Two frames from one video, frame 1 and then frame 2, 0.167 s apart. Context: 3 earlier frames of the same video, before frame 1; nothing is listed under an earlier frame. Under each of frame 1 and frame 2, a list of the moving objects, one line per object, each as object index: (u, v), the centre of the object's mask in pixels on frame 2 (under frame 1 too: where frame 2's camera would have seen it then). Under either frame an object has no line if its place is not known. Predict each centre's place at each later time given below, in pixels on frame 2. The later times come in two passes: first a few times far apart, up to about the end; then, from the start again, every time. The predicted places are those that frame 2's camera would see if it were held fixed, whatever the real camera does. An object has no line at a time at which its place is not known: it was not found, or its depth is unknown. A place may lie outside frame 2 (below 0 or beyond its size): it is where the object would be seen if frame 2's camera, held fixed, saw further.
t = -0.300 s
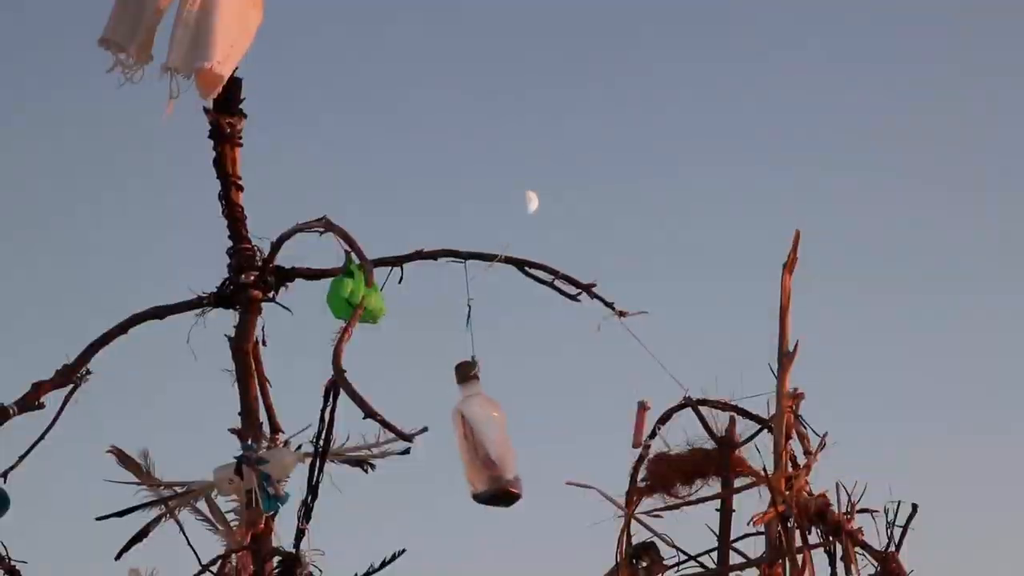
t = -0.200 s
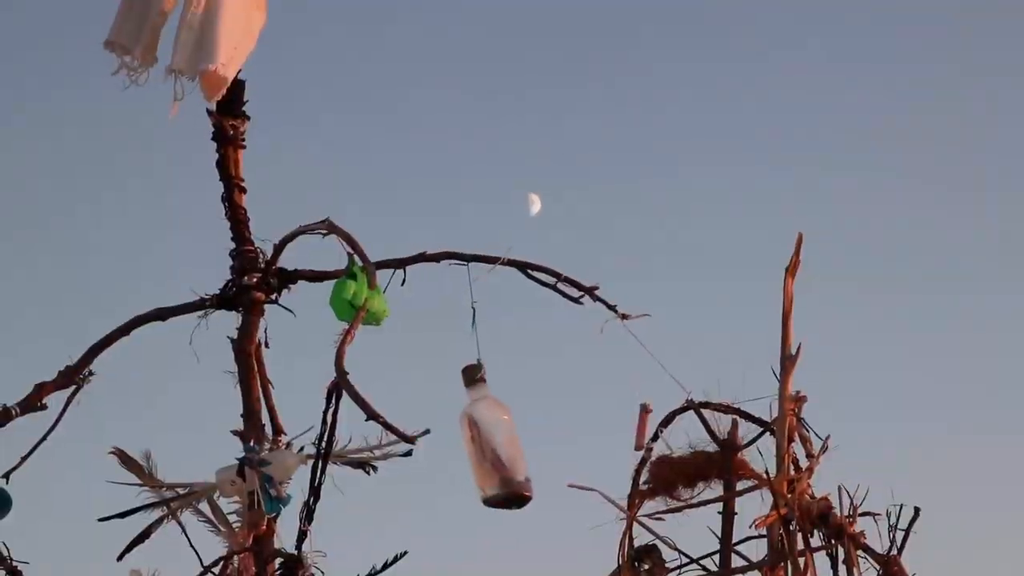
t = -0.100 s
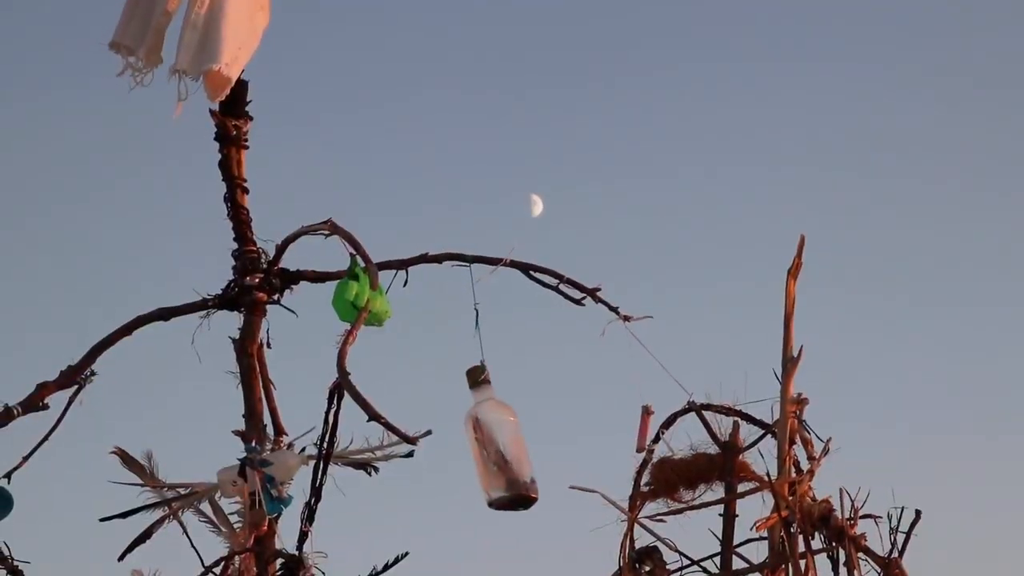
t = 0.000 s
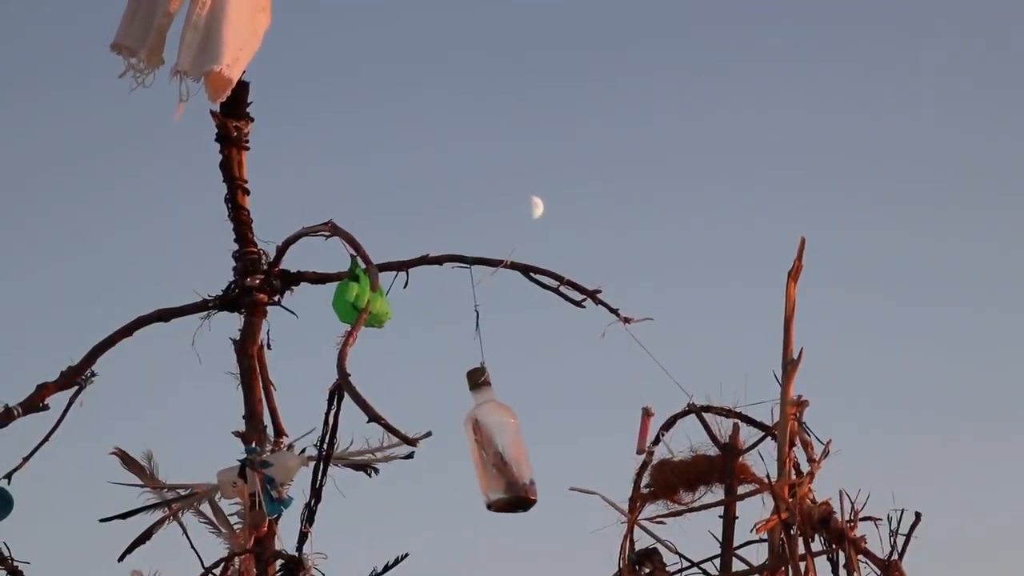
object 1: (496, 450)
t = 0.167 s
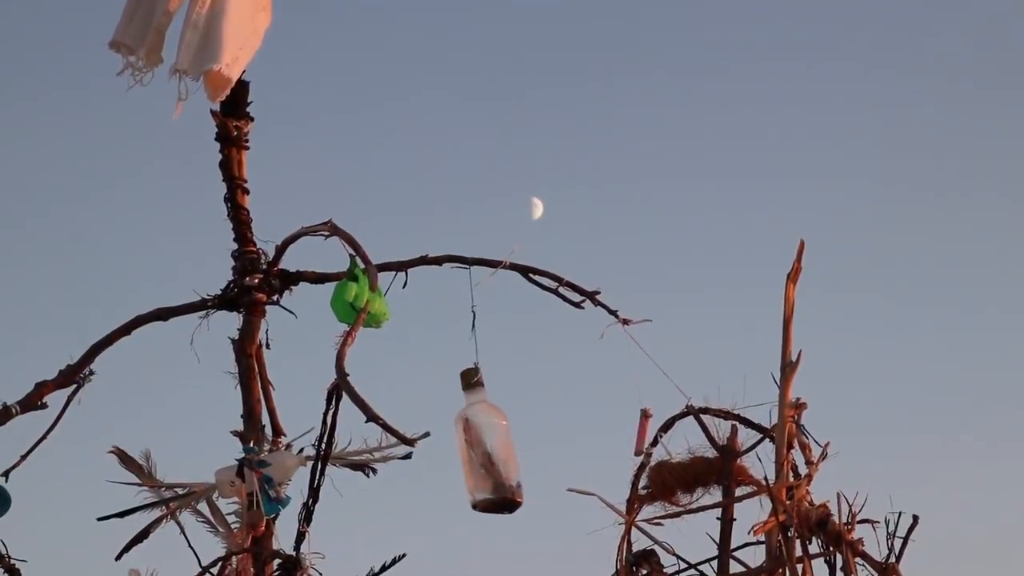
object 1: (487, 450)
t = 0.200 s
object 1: (484, 450)
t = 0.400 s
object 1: (469, 448)
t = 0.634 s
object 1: (468, 447)
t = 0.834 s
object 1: (482, 449)
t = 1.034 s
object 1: (493, 450)
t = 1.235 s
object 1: (489, 451)
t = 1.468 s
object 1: (472, 449)
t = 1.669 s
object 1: (465, 447)
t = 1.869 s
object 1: (473, 448)
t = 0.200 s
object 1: (484, 450)
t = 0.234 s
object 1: (481, 450)
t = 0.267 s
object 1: (479, 449)
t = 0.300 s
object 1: (476, 449)
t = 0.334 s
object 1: (473, 448)
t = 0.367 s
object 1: (471, 448)
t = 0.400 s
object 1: (469, 448)
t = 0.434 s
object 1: (468, 447)
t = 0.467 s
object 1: (466, 447)
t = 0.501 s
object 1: (466, 447)
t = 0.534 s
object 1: (466, 447)
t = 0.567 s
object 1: (466, 447)
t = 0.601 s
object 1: (467, 447)
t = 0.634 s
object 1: (468, 447)
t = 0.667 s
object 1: (470, 447)
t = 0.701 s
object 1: (472, 448)
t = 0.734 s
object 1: (474, 448)
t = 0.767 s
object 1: (477, 448)
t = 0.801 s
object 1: (480, 448)
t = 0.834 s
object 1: (482, 449)
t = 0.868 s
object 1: (485, 449)
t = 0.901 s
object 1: (487, 449)
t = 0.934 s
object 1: (489, 450)
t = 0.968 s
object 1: (491, 450)
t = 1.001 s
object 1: (492, 450)
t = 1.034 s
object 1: (493, 450)
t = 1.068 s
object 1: (494, 450)
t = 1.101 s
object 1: (494, 450)
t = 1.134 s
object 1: (493, 451)
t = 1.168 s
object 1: (492, 451)
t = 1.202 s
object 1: (491, 451)
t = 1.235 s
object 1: (489, 451)
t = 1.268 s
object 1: (487, 451)
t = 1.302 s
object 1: (485, 451)
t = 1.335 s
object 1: (482, 451)
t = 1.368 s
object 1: (480, 451)
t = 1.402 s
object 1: (477, 450)
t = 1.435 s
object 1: (475, 450)
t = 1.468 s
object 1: (472, 449)
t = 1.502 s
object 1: (470, 449)
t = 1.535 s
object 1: (468, 448)
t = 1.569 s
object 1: (467, 448)
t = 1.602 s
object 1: (466, 447)
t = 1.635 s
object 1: (465, 447)
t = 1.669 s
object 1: (465, 447)
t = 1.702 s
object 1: (465, 447)
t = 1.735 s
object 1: (466, 447)
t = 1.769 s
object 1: (467, 447)
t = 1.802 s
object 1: (469, 447)
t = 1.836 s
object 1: (471, 447)
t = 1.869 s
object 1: (473, 448)
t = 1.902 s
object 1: (476, 448)
